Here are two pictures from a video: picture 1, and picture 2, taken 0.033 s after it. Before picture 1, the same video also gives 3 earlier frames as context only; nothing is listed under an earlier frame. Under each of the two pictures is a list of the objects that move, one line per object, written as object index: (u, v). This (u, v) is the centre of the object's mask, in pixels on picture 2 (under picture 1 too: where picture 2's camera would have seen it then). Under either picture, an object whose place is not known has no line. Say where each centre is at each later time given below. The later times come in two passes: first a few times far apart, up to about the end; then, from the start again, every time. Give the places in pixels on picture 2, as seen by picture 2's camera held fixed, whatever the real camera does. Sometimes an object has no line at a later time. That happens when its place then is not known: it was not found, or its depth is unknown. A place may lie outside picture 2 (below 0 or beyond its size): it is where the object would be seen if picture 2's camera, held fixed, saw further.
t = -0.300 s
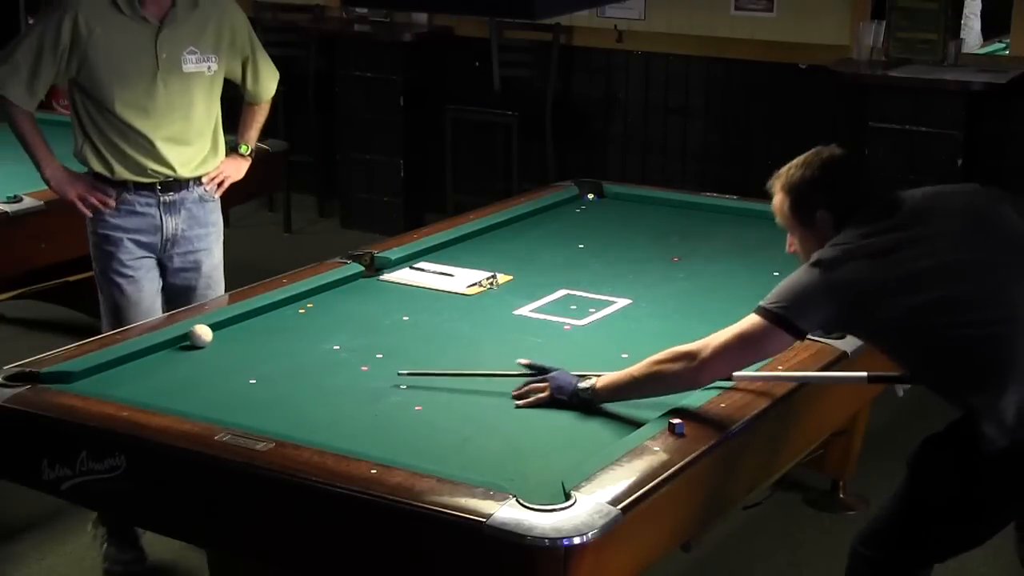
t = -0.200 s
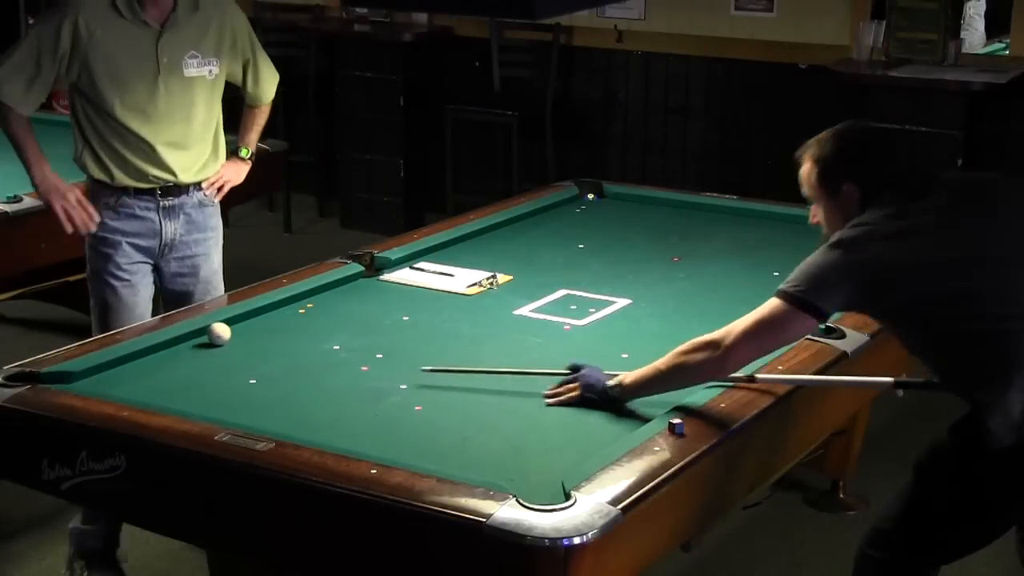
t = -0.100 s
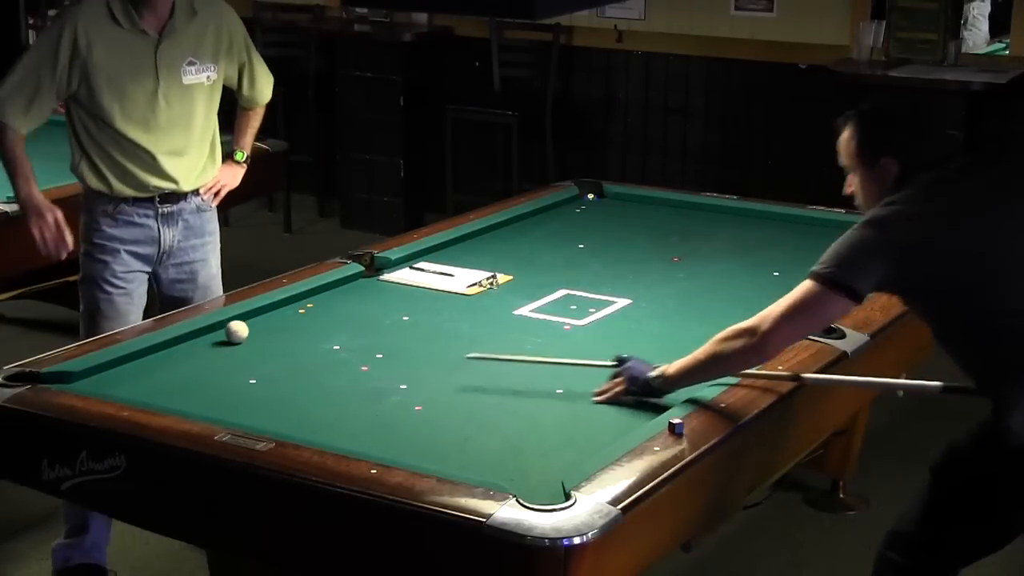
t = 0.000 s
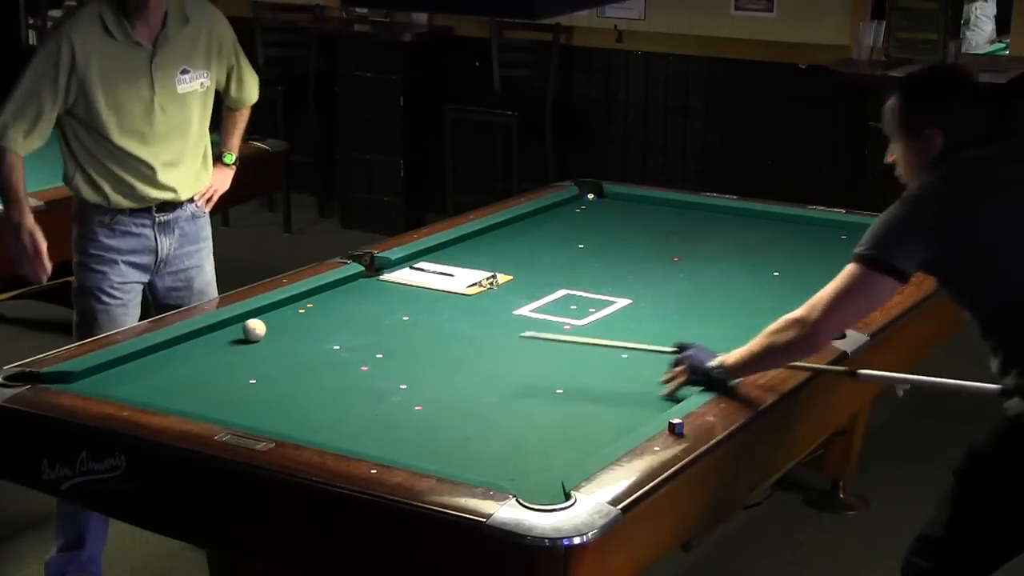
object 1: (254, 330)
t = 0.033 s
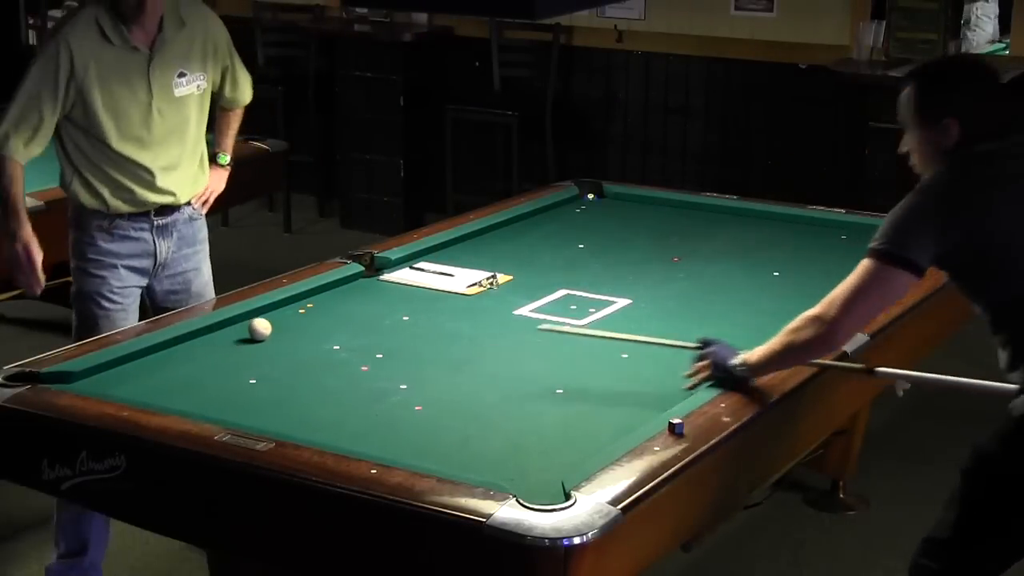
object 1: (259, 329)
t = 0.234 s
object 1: (292, 326)
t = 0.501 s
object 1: (332, 322)
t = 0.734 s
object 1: (364, 318)
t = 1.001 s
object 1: (397, 315)
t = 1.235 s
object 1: (424, 312)
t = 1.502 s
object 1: (452, 309)
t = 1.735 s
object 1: (474, 307)
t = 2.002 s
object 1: (496, 305)
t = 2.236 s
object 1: (512, 303)
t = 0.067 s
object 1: (265, 328)
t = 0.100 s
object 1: (270, 328)
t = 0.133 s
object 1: (276, 327)
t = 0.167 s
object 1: (281, 327)
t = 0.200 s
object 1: (287, 326)
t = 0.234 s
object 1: (292, 326)
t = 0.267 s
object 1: (297, 325)
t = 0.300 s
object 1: (302, 324)
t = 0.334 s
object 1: (308, 324)
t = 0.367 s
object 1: (313, 323)
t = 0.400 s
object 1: (318, 323)
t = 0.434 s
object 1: (322, 323)
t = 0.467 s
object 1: (327, 322)
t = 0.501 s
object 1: (332, 322)
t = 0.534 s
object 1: (337, 321)
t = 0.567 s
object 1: (342, 320)
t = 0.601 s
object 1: (346, 320)
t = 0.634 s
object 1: (351, 319)
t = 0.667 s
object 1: (356, 319)
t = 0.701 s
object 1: (360, 318)
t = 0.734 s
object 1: (364, 318)
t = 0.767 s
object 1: (369, 318)
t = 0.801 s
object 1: (373, 317)
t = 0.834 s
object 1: (377, 317)
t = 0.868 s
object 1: (381, 316)
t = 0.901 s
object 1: (385, 316)
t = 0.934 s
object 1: (390, 315)
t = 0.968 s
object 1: (394, 315)
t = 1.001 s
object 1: (397, 315)
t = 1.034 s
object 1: (401, 314)
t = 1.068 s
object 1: (405, 314)
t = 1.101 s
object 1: (409, 313)
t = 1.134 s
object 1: (413, 313)
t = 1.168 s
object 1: (417, 313)
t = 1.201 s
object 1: (420, 312)
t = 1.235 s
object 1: (424, 312)
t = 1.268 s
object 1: (428, 311)
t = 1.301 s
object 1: (431, 311)
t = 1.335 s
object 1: (435, 311)
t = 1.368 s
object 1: (438, 310)
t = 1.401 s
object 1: (442, 310)
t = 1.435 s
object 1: (445, 310)
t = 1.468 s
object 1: (448, 309)
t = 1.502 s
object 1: (452, 309)
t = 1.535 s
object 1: (455, 309)
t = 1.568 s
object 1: (458, 308)
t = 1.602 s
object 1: (461, 308)
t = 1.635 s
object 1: (464, 308)
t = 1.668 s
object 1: (468, 308)
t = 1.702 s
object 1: (471, 307)
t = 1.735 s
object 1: (474, 307)
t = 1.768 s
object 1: (476, 307)
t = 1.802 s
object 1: (479, 306)
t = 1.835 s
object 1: (482, 306)
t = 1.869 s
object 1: (485, 306)
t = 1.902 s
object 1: (488, 306)
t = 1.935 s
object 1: (491, 305)
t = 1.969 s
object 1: (493, 305)
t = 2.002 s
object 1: (496, 305)
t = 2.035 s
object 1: (498, 305)
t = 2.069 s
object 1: (501, 304)
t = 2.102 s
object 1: (503, 304)
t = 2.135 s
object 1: (506, 304)
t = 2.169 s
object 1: (508, 303)
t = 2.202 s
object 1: (510, 303)
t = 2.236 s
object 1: (512, 303)
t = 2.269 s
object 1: (515, 302)
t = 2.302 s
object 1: (517, 302)
